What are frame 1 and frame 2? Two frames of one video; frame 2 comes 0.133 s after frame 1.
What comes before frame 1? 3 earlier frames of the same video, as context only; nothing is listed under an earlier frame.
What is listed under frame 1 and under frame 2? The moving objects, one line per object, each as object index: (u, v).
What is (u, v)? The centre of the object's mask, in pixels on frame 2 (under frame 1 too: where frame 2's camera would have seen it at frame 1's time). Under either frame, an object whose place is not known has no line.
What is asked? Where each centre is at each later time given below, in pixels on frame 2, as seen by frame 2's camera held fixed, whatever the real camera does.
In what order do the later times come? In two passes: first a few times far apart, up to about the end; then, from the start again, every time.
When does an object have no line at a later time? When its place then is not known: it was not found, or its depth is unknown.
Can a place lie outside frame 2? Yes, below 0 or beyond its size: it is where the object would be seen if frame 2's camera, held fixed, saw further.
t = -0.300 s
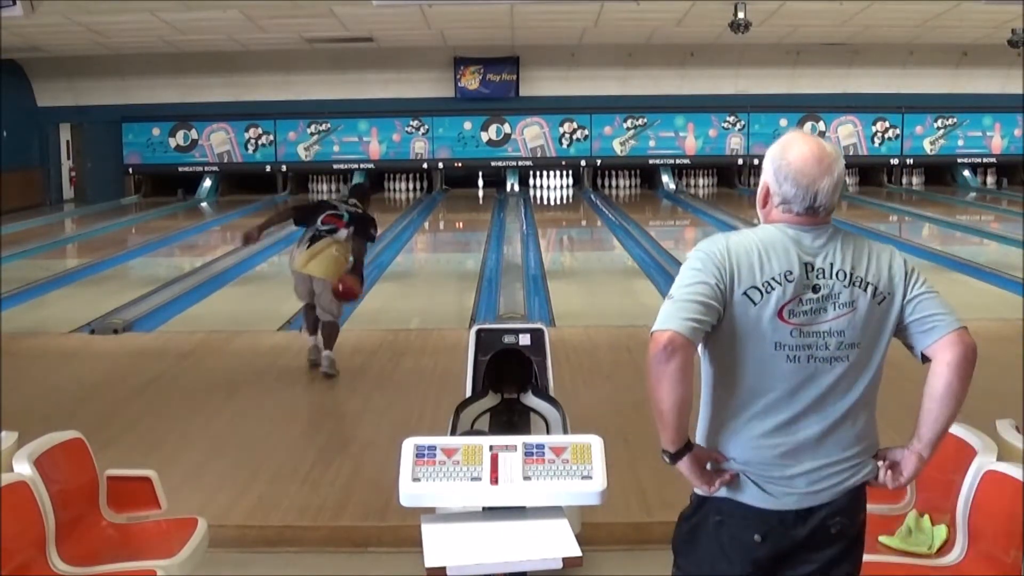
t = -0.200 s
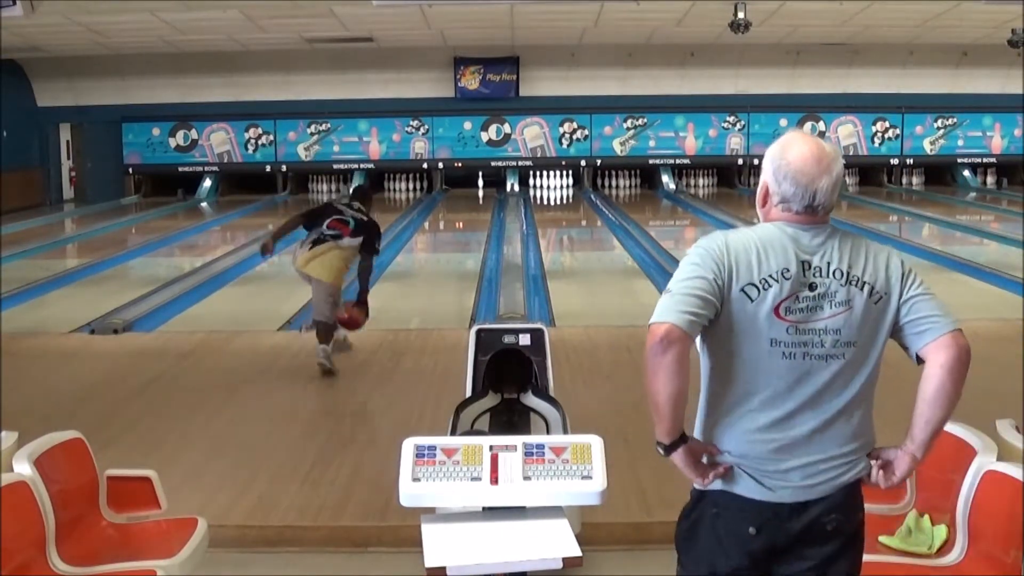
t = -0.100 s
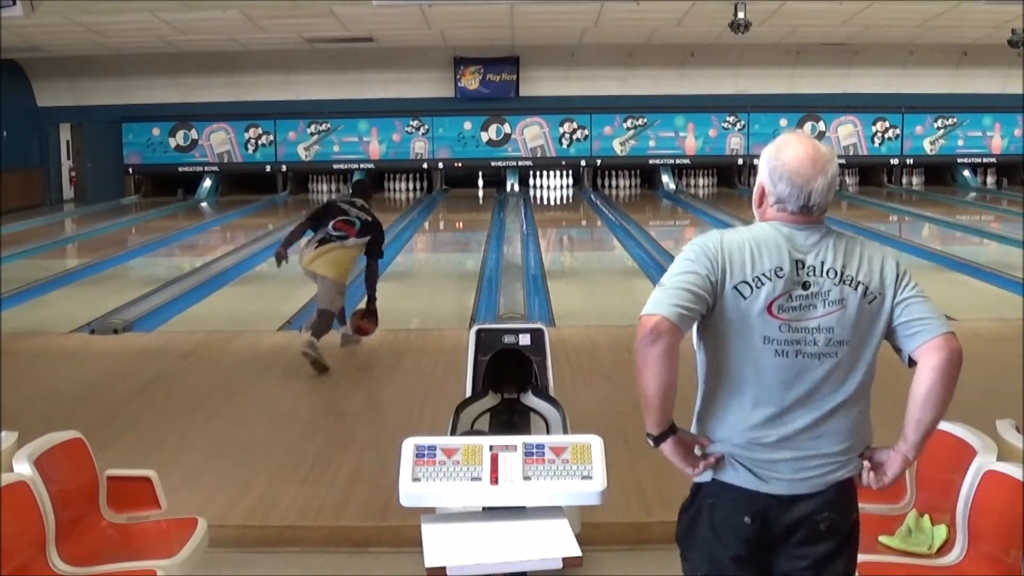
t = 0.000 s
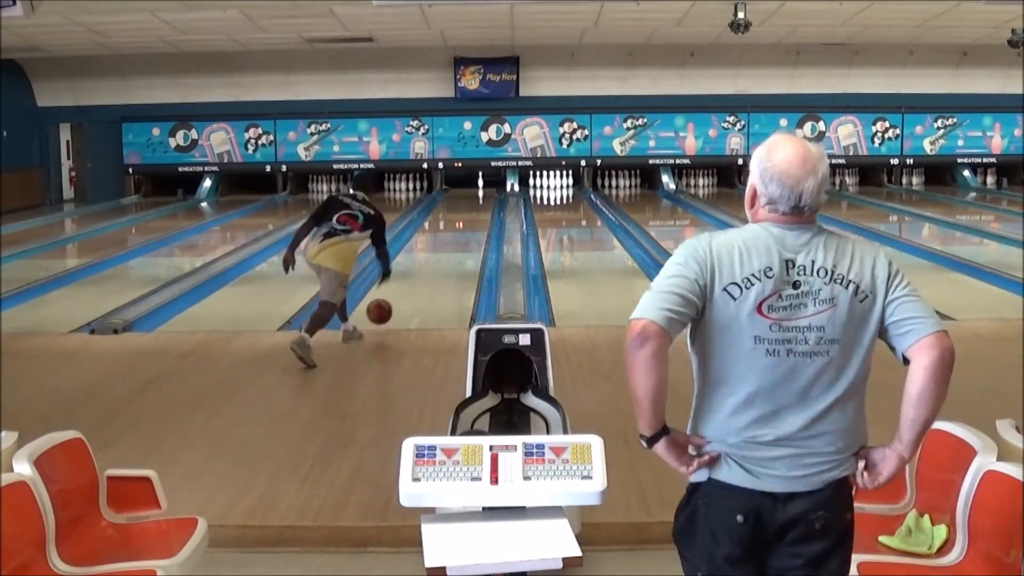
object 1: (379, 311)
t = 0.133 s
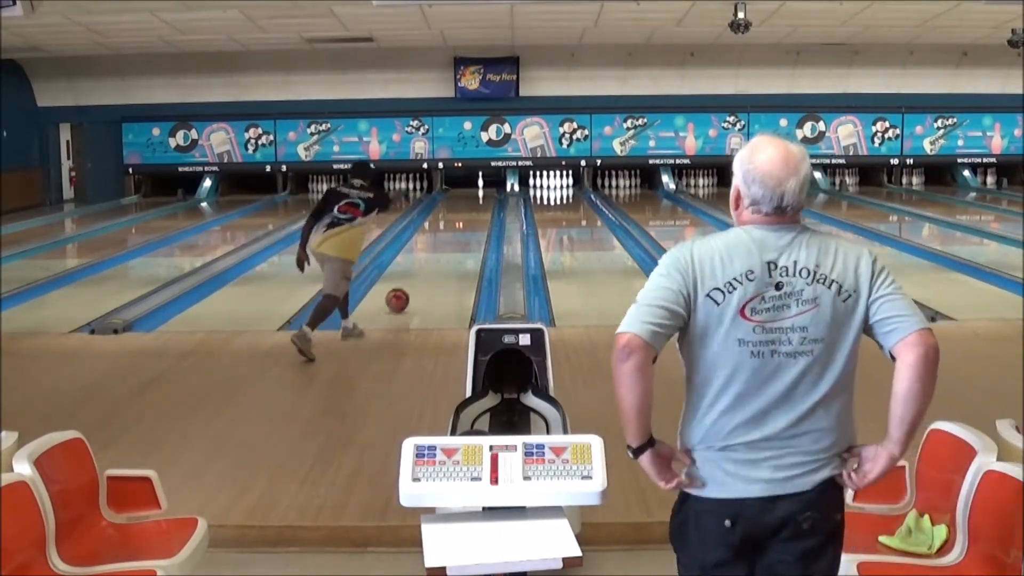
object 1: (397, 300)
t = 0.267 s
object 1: (412, 284)
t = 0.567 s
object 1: (437, 257)
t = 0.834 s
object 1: (453, 240)
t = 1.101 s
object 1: (465, 226)
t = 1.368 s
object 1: (473, 216)
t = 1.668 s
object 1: (480, 204)
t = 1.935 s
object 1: (484, 198)
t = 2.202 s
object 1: (483, 192)
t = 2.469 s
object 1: (482, 188)
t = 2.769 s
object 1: (480, 184)
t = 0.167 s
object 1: (401, 296)
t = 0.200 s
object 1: (405, 292)
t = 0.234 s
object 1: (409, 288)
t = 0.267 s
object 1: (412, 284)
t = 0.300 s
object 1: (415, 281)
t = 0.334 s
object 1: (419, 277)
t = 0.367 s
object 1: (422, 274)
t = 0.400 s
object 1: (424, 271)
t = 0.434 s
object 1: (427, 268)
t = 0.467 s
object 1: (430, 265)
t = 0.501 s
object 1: (433, 262)
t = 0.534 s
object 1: (435, 260)
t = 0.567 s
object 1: (437, 257)
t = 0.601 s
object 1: (440, 255)
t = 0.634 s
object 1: (442, 252)
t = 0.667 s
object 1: (444, 250)
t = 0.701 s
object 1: (446, 247)
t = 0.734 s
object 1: (448, 246)
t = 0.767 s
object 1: (450, 244)
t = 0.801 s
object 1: (452, 242)
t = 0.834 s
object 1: (453, 240)
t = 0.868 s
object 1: (455, 238)
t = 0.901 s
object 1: (456, 236)
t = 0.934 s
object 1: (458, 235)
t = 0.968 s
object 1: (459, 233)
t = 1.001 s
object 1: (461, 230)
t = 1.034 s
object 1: (462, 229)
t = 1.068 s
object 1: (464, 227)
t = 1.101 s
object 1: (465, 226)
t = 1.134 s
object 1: (466, 225)
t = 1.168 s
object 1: (467, 223)
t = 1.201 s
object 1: (469, 222)
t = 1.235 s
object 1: (470, 220)
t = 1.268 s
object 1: (471, 219)
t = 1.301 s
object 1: (472, 218)
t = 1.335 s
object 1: (473, 217)
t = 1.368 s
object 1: (473, 216)
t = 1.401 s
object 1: (475, 214)
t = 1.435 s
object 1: (476, 212)
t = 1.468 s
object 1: (477, 211)
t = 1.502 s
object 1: (477, 210)
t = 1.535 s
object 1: (478, 210)
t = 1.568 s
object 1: (479, 209)
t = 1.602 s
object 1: (480, 208)
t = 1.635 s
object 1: (480, 206)
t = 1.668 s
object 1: (480, 204)
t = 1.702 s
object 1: (481, 204)
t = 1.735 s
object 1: (481, 203)
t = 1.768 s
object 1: (482, 202)
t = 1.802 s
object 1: (483, 201)
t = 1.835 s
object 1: (482, 201)
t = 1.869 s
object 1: (483, 200)
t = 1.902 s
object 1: (483, 198)
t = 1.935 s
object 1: (484, 198)
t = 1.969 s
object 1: (484, 197)
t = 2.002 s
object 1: (484, 197)
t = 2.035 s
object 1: (483, 196)
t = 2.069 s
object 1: (484, 195)
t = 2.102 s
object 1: (484, 194)
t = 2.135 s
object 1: (484, 194)
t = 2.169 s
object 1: (483, 193)
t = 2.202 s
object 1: (483, 192)
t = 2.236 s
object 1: (483, 192)
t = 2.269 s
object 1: (483, 192)
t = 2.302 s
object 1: (483, 191)
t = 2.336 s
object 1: (483, 191)
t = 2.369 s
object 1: (482, 190)
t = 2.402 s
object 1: (482, 189)
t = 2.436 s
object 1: (482, 189)
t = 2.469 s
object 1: (482, 188)
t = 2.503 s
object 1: (482, 188)
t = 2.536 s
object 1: (481, 187)
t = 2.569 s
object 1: (481, 187)
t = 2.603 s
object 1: (481, 186)
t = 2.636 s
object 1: (481, 185)
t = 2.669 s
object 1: (480, 185)
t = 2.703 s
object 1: (479, 184)
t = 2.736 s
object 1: (479, 184)
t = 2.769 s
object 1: (480, 184)
